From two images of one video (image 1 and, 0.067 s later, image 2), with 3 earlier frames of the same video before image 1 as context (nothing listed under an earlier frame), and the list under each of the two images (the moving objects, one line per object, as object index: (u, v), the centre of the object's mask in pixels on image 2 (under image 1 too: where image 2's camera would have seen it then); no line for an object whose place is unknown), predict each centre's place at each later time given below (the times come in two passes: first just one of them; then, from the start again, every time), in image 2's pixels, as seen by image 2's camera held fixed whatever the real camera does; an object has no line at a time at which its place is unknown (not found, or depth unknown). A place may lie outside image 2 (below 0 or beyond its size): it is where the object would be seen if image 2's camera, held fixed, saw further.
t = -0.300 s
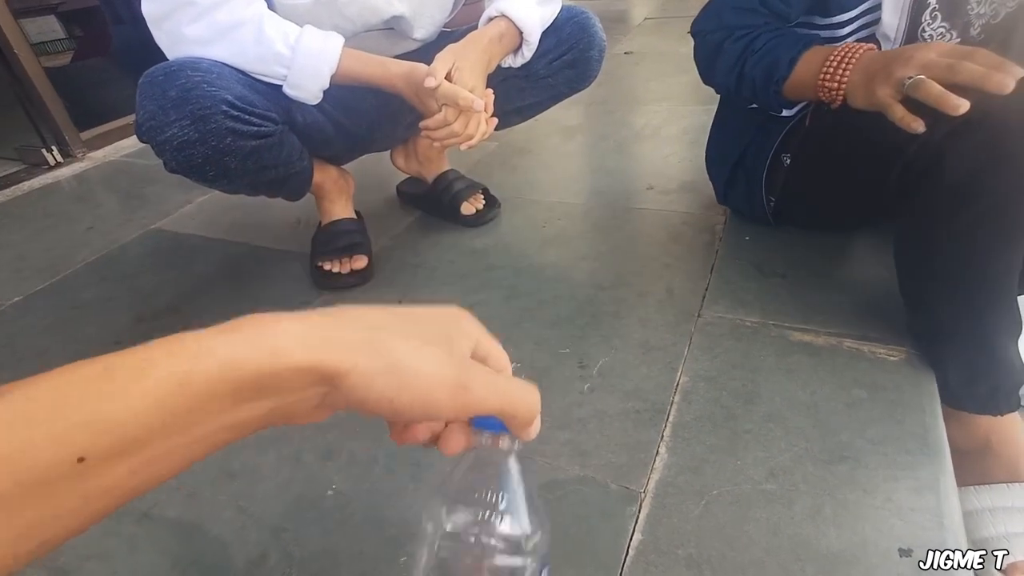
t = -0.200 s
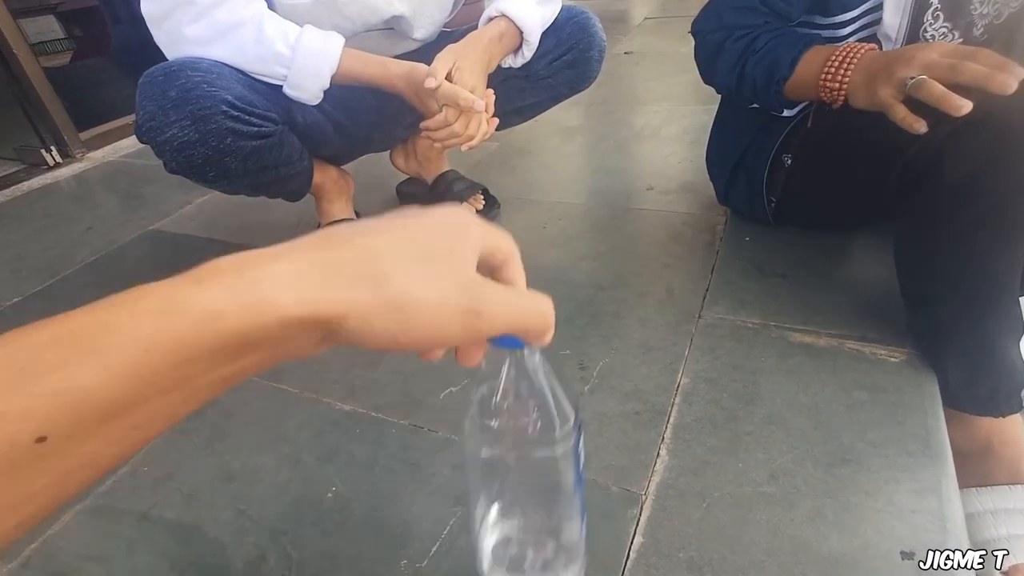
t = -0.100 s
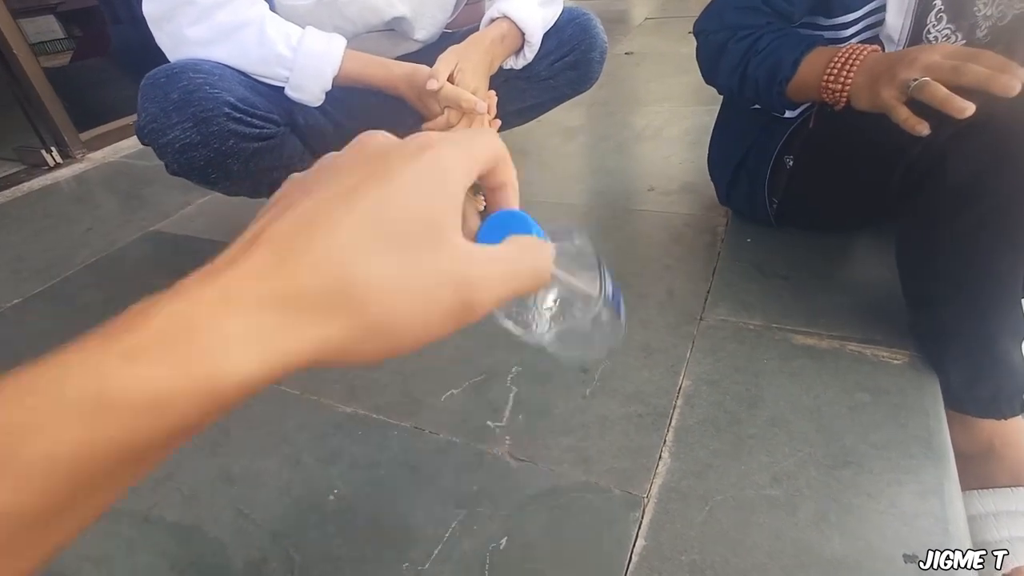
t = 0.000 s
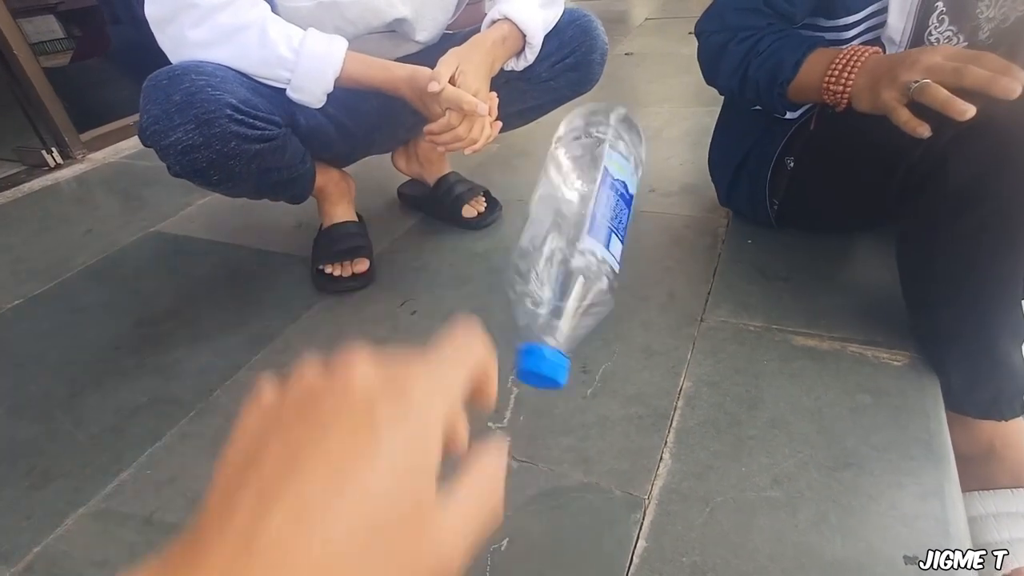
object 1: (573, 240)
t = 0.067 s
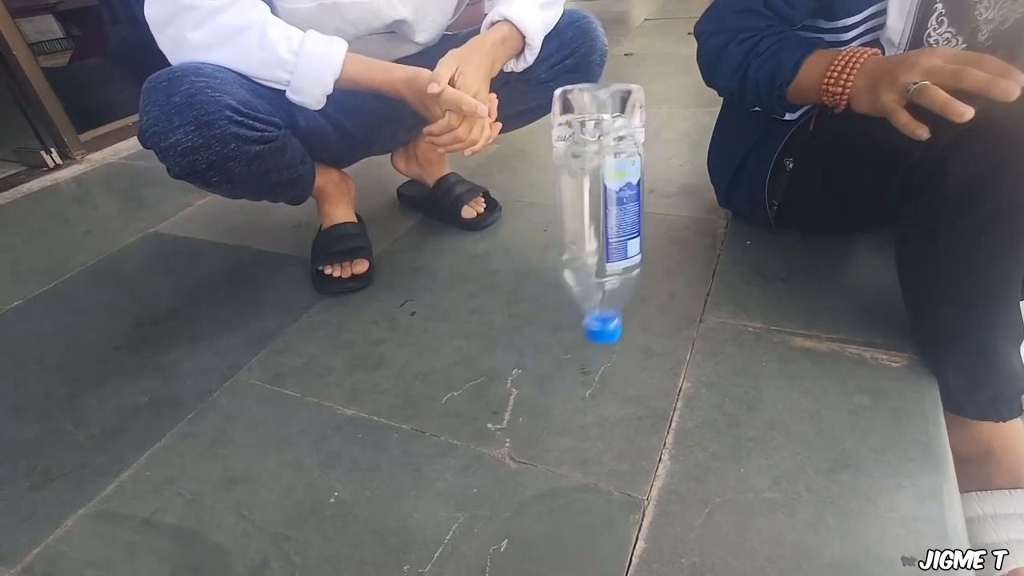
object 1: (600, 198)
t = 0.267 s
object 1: (625, 293)
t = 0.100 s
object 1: (607, 178)
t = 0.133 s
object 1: (610, 173)
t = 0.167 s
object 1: (609, 195)
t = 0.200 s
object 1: (616, 229)
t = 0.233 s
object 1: (622, 258)
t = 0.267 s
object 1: (625, 293)
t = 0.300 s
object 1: (624, 315)
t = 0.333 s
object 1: (625, 330)
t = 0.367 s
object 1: (629, 337)
